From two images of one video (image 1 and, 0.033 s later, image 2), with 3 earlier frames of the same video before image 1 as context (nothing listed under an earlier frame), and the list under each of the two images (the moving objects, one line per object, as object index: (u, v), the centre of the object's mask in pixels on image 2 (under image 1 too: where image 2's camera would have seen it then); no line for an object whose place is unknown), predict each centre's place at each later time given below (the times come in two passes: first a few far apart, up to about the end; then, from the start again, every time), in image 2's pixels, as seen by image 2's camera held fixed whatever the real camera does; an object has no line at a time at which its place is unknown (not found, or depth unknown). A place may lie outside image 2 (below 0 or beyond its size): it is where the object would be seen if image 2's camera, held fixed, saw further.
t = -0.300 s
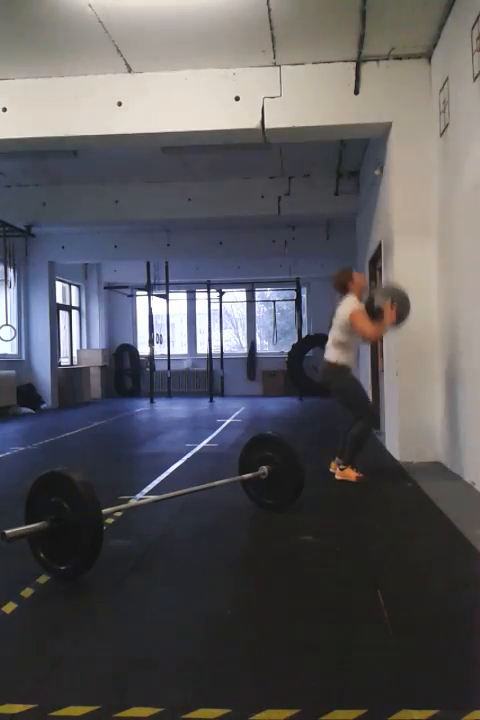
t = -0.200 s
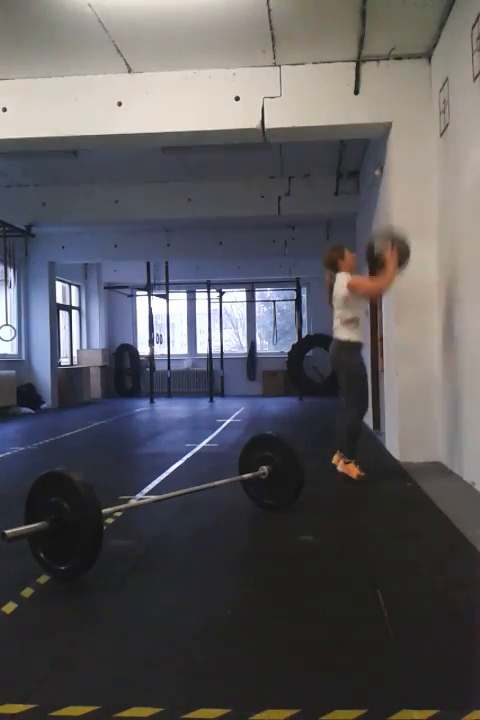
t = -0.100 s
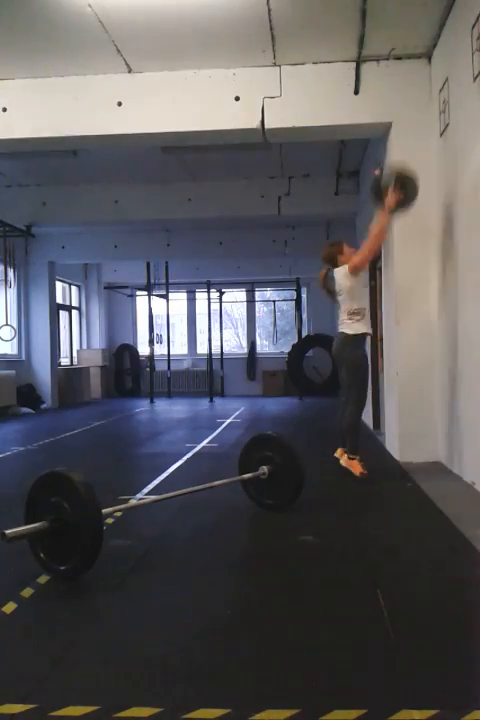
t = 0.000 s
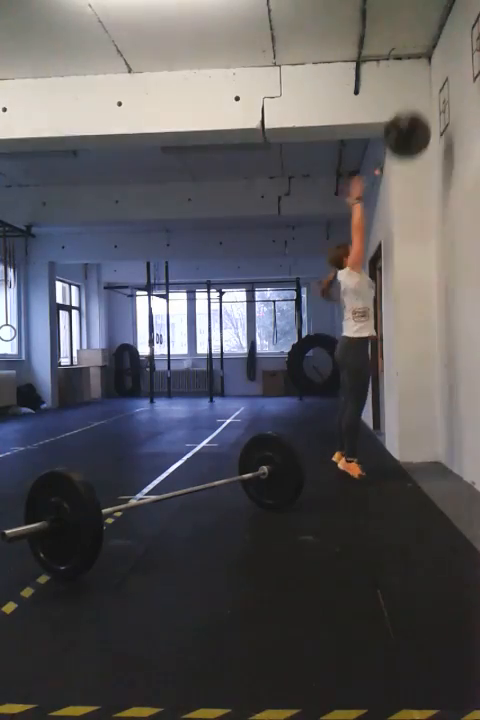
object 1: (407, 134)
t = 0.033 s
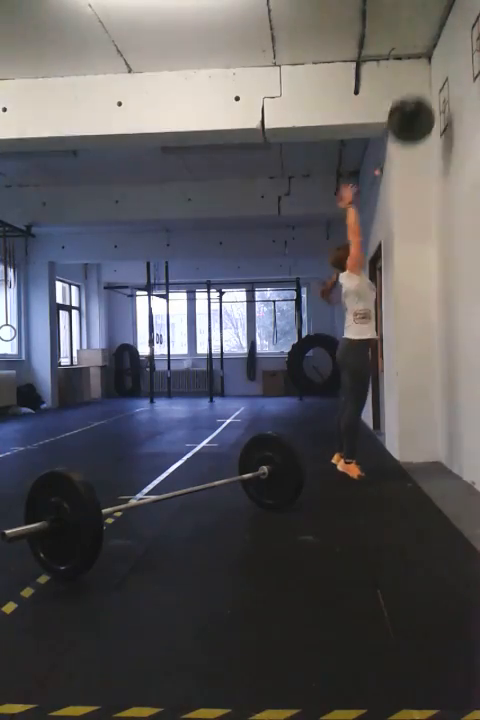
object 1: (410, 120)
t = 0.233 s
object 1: (428, 64)
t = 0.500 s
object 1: (413, 73)
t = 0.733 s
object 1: (405, 156)
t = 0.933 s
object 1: (402, 284)
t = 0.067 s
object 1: (414, 107)
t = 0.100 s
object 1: (418, 95)
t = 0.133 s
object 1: (422, 85)
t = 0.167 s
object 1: (426, 76)
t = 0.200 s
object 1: (428, 69)
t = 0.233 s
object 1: (428, 64)
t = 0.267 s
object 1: (426, 60)
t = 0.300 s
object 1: (424, 58)
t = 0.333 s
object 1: (422, 57)
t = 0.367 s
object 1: (420, 57)
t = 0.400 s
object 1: (418, 59)
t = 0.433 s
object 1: (417, 62)
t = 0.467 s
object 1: (415, 67)
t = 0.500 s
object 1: (413, 73)
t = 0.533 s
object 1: (412, 80)
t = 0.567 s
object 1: (410, 89)
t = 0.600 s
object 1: (409, 100)
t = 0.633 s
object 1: (407, 111)
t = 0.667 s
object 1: (407, 124)
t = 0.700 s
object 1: (406, 139)
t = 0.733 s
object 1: (405, 156)
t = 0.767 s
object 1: (404, 173)
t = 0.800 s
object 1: (402, 192)
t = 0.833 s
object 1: (402, 214)
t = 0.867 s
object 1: (401, 233)
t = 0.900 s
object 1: (401, 258)
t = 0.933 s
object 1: (402, 284)
